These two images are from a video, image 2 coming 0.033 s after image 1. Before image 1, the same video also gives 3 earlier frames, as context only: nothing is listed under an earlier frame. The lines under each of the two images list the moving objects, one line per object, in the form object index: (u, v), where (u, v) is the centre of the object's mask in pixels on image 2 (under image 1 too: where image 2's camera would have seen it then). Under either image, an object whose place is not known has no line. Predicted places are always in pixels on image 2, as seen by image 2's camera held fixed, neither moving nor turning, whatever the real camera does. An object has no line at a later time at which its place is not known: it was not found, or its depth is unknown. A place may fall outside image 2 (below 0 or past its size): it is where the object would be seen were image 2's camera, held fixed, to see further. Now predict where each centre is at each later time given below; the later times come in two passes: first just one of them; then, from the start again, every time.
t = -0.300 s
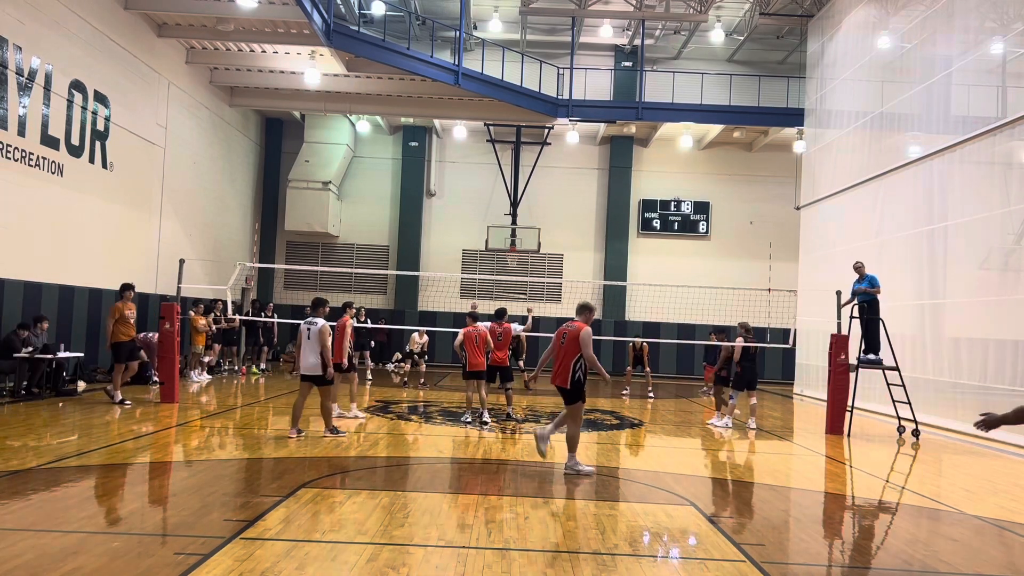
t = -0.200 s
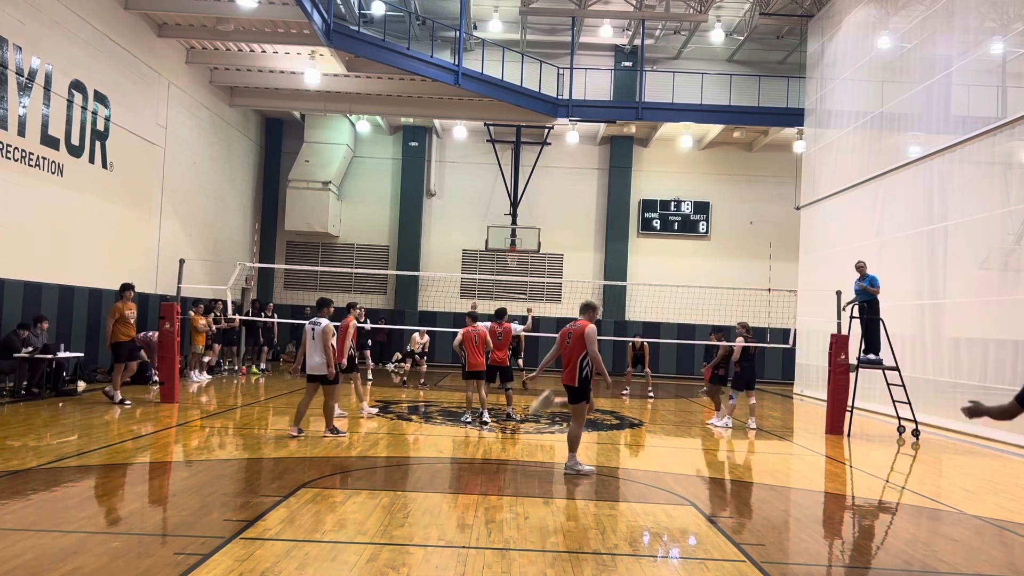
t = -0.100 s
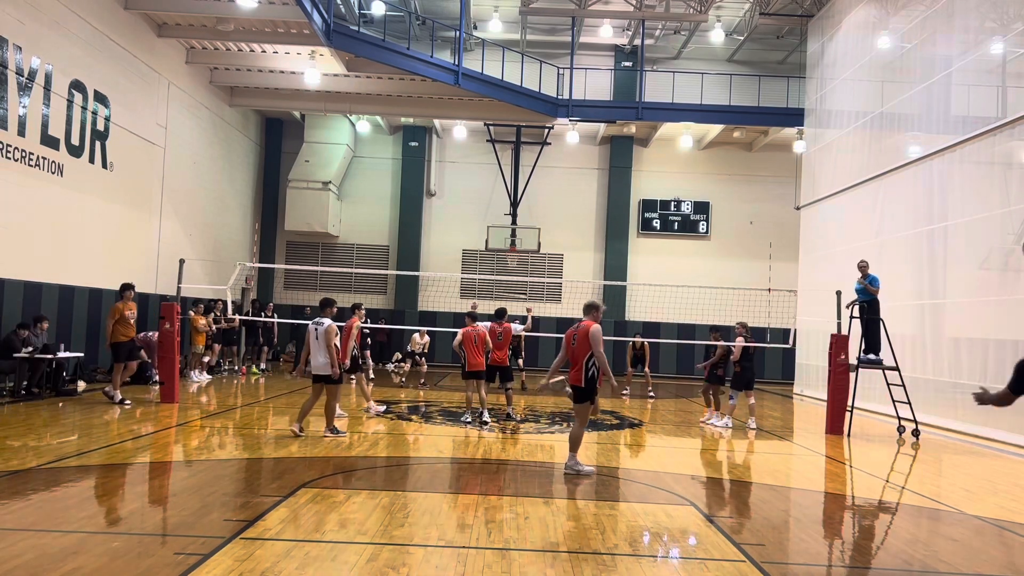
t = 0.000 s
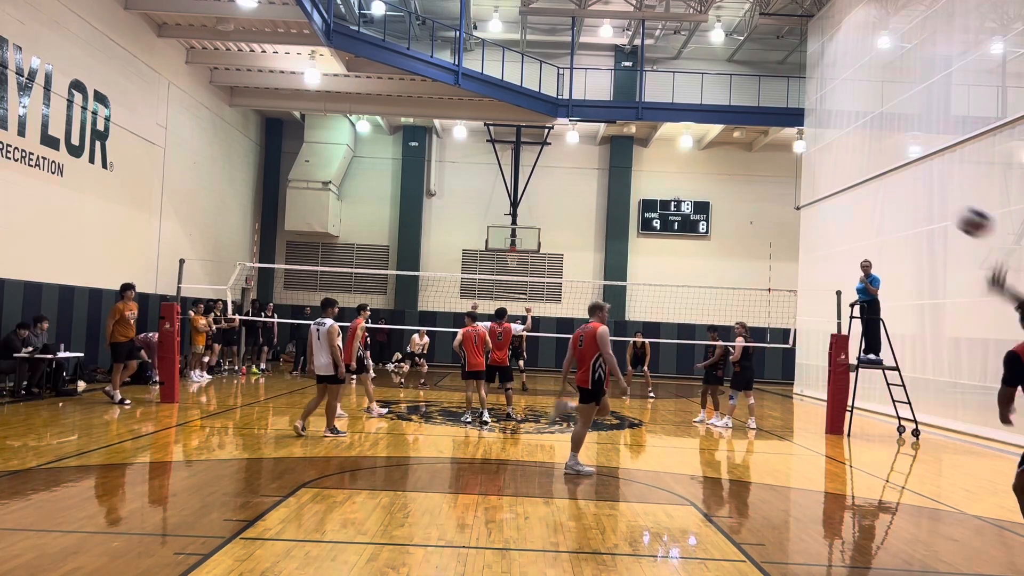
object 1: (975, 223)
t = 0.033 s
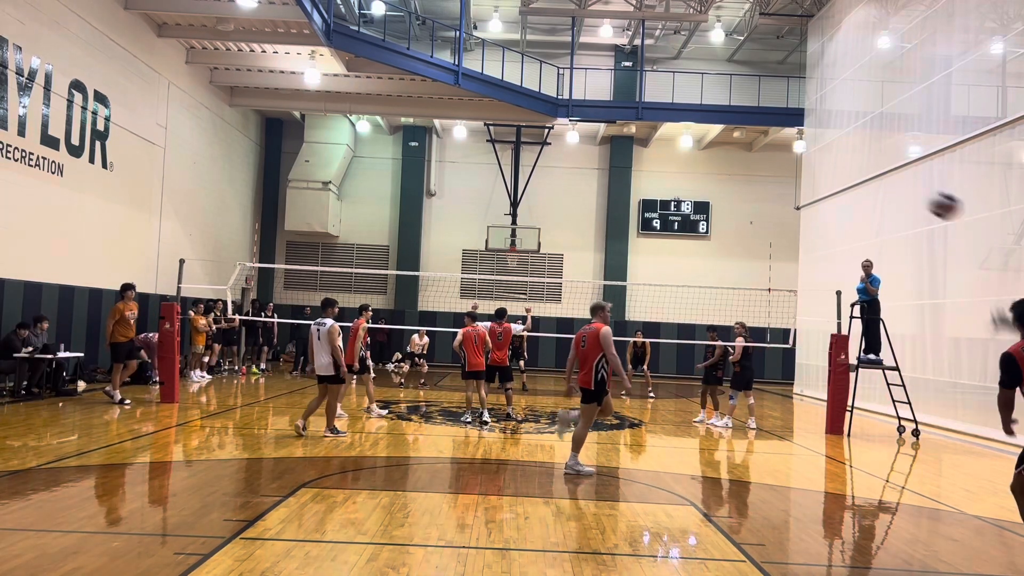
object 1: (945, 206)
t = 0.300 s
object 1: (805, 155)
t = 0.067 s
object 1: (919, 192)
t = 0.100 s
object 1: (896, 181)
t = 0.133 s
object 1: (876, 173)
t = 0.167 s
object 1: (859, 166)
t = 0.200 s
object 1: (843, 161)
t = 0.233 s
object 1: (829, 158)
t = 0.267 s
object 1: (817, 156)
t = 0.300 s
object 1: (805, 155)
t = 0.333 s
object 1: (793, 155)
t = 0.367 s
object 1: (784, 156)
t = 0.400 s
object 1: (775, 158)
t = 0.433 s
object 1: (766, 160)
